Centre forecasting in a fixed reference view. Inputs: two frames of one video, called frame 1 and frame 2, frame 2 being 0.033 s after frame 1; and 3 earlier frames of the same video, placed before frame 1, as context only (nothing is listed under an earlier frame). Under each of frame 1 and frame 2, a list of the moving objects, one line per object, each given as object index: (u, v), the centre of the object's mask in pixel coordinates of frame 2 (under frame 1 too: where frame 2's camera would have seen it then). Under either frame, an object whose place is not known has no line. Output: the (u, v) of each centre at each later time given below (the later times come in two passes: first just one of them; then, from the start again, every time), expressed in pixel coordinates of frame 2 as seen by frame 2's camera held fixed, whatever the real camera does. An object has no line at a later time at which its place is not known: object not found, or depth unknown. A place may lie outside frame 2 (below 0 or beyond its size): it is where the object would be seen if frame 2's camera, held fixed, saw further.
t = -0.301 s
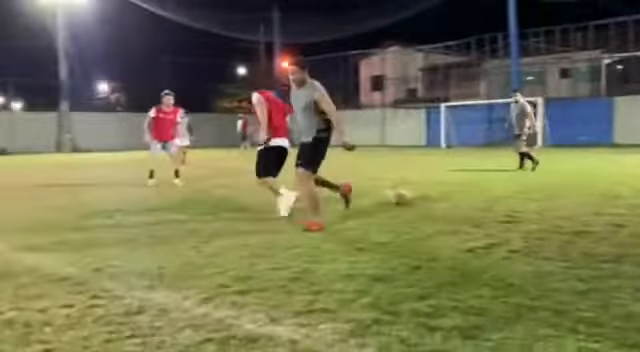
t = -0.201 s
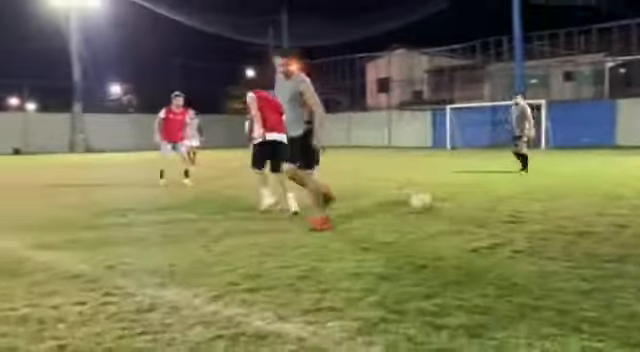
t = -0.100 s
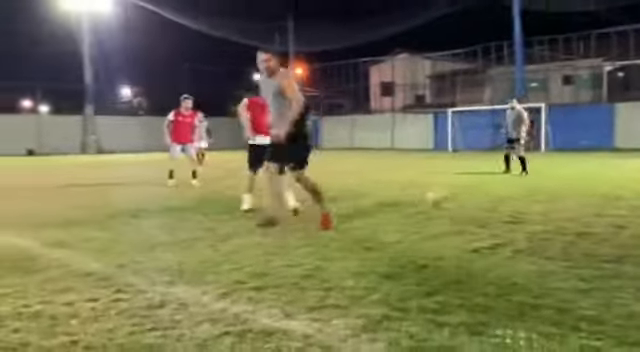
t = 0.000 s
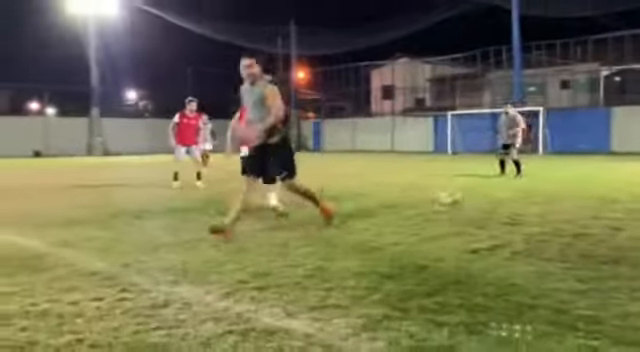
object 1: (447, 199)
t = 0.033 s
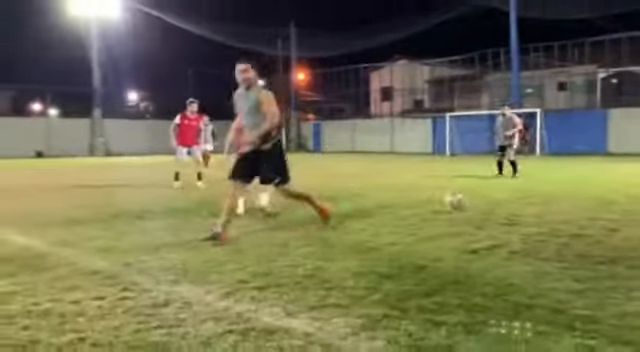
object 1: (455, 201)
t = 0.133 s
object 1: (467, 201)
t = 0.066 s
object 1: (458, 202)
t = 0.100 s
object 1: (462, 203)
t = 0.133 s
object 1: (467, 201)
